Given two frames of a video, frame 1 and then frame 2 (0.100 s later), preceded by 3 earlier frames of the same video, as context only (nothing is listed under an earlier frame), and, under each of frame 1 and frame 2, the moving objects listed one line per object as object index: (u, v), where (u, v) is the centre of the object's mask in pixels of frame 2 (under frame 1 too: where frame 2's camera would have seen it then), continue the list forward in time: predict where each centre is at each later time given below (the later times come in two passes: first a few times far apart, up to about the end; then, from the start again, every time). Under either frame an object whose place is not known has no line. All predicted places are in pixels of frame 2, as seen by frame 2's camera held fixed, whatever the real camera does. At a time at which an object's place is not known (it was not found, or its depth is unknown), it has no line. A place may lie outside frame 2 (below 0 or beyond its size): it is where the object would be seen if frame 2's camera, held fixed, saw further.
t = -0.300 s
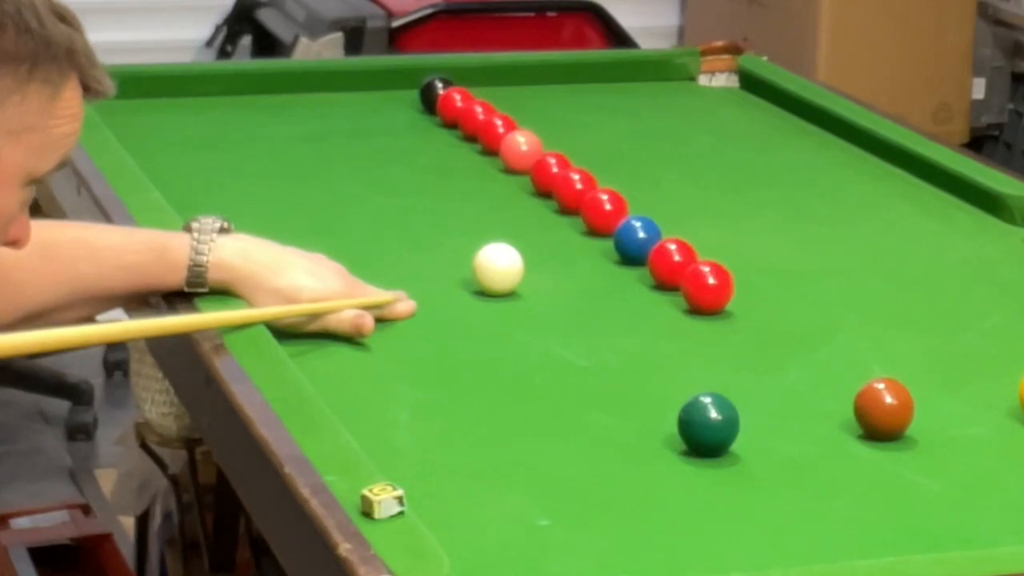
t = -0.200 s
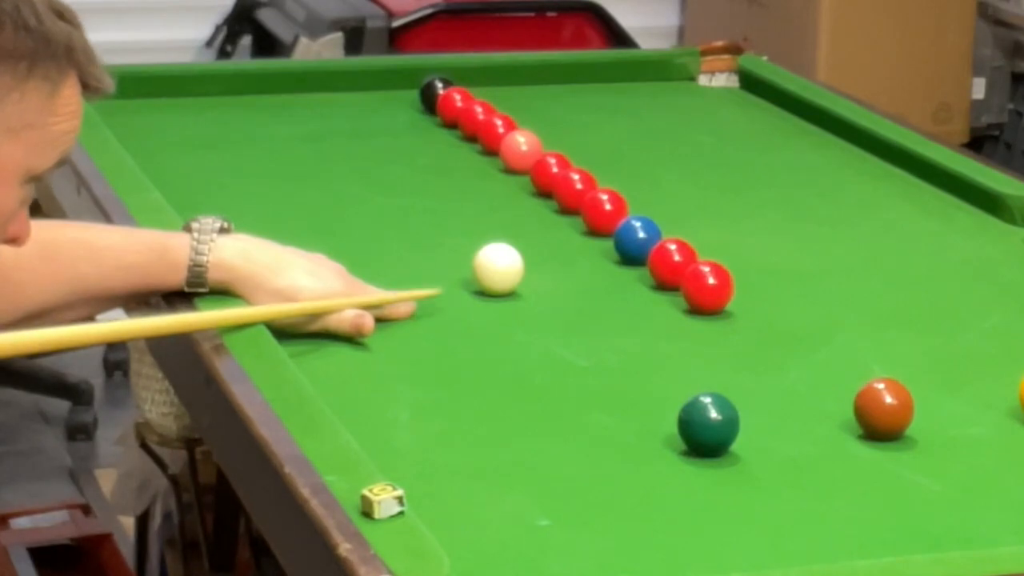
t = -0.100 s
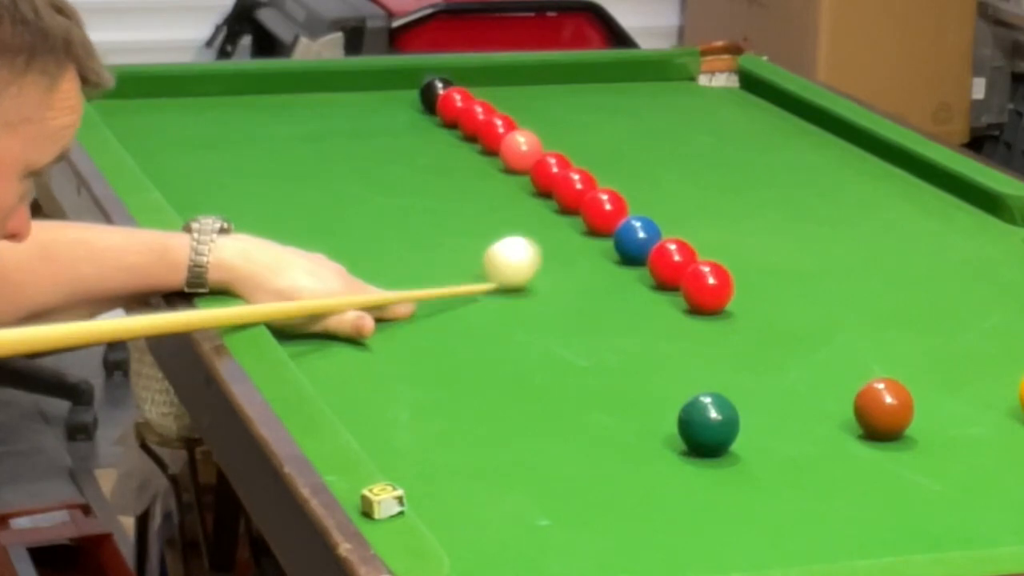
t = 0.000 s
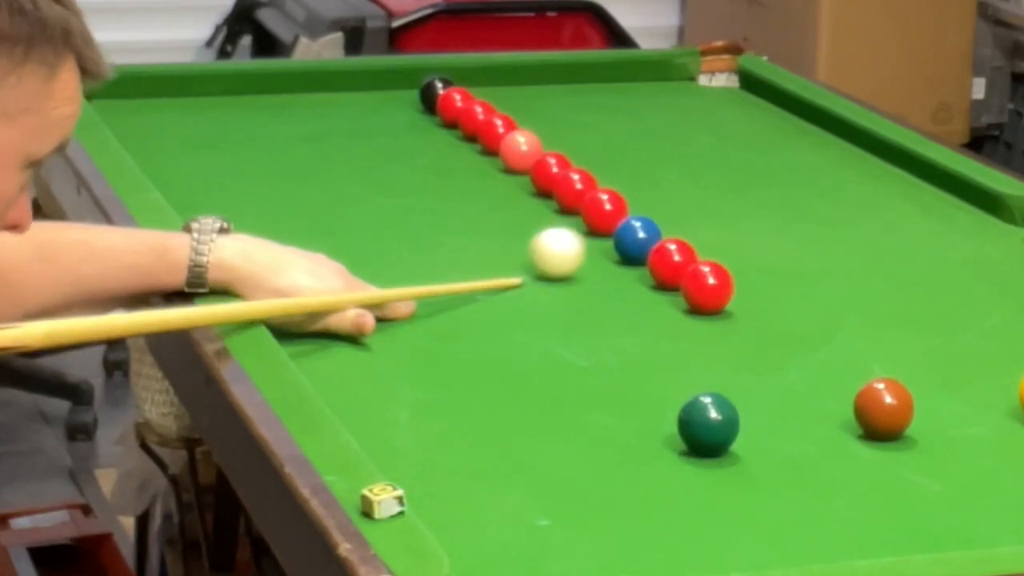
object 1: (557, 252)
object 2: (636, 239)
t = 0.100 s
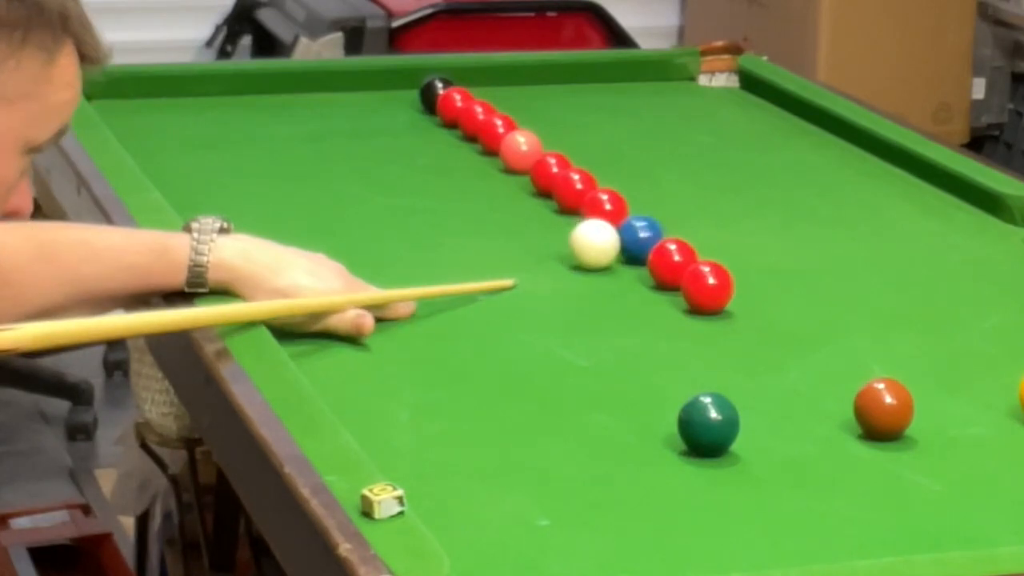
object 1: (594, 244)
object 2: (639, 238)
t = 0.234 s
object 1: (589, 240)
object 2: (691, 228)
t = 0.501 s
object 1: (578, 235)
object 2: (768, 223)
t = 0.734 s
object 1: (571, 231)
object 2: (832, 215)
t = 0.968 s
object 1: (564, 228)
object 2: (893, 207)
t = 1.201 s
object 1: (558, 225)
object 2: (950, 199)
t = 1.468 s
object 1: (553, 222)
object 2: (939, 197)
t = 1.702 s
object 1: (549, 220)
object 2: (903, 197)
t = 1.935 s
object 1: (547, 219)
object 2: (869, 197)
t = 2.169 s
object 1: (545, 218)
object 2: (836, 196)
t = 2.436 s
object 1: (544, 217)
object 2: (801, 196)
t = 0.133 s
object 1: (593, 243)
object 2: (649, 234)
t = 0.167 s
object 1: (592, 242)
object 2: (664, 229)
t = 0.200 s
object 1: (590, 241)
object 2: (679, 227)
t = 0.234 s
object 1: (589, 240)
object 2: (691, 228)
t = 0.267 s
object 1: (587, 240)
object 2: (701, 230)
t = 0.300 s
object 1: (586, 239)
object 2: (710, 230)
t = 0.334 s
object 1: (585, 238)
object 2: (719, 229)
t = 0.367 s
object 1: (583, 238)
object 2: (729, 228)
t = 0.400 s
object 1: (582, 237)
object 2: (739, 227)
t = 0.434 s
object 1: (581, 236)
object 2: (748, 226)
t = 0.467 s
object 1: (580, 236)
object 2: (758, 225)
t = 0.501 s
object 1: (578, 235)
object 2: (768, 223)
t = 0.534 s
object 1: (577, 234)
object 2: (777, 222)
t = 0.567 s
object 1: (576, 234)
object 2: (786, 221)
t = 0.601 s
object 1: (575, 233)
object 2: (796, 220)
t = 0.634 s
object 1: (574, 233)
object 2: (804, 218)
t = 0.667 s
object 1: (573, 232)
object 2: (814, 217)
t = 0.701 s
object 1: (572, 232)
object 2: (823, 216)
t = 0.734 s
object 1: (571, 231)
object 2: (832, 215)
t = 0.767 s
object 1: (570, 231)
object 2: (840, 214)
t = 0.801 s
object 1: (569, 230)
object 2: (850, 213)
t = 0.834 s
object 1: (568, 229)
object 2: (858, 212)
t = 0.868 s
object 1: (567, 229)
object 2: (867, 211)
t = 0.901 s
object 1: (566, 229)
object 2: (875, 209)
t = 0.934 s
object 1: (565, 228)
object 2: (884, 208)
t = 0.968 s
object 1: (564, 228)
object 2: (893, 207)
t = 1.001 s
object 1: (563, 227)
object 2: (901, 206)
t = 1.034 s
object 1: (562, 227)
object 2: (910, 205)
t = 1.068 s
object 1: (562, 226)
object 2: (918, 204)
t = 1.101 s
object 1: (561, 226)
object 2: (926, 202)
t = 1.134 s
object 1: (560, 226)
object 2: (934, 201)
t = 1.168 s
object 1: (559, 225)
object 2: (942, 200)
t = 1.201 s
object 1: (558, 225)
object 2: (950, 199)
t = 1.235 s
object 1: (558, 224)
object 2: (959, 198)
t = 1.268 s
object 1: (557, 224)
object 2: (966, 198)
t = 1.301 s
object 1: (556, 224)
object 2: (966, 197)
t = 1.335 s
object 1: (555, 223)
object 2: (960, 197)
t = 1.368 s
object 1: (555, 223)
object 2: (955, 196)
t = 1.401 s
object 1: (554, 223)
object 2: (949, 196)
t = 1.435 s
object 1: (553, 222)
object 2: (944, 196)
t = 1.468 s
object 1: (553, 222)
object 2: (939, 197)
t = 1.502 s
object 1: (553, 222)
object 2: (934, 197)
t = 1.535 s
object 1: (552, 221)
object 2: (929, 196)
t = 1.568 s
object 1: (551, 221)
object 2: (923, 196)
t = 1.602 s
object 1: (551, 221)
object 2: (918, 197)
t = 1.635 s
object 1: (550, 221)
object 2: (913, 197)
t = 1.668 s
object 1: (550, 220)
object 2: (908, 197)
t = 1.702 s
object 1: (549, 220)
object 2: (903, 197)
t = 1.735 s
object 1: (549, 220)
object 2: (898, 197)
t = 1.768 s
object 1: (548, 220)
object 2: (893, 197)
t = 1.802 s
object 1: (548, 219)
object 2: (888, 197)
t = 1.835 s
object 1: (548, 219)
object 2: (883, 197)
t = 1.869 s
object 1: (547, 219)
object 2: (878, 197)
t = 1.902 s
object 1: (547, 219)
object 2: (874, 197)
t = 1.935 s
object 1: (547, 219)
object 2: (869, 197)
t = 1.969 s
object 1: (546, 218)
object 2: (864, 197)
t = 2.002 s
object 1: (546, 218)
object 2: (859, 197)
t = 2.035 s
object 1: (546, 218)
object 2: (854, 197)
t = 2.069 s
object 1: (545, 218)
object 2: (850, 197)
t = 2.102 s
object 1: (545, 218)
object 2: (845, 197)
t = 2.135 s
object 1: (545, 218)
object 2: (840, 197)
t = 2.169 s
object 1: (545, 218)
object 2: (836, 196)
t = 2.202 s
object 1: (545, 218)
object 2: (831, 197)
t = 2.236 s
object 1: (544, 217)
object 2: (827, 197)
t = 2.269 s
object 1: (544, 217)
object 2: (823, 197)
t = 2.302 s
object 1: (544, 217)
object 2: (818, 196)
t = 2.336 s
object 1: (544, 217)
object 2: (814, 196)
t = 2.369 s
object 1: (544, 217)
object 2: (809, 196)
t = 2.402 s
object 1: (544, 217)
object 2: (805, 196)
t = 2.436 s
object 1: (544, 217)
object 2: (801, 196)
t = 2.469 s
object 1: (544, 217)
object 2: (797, 196)
